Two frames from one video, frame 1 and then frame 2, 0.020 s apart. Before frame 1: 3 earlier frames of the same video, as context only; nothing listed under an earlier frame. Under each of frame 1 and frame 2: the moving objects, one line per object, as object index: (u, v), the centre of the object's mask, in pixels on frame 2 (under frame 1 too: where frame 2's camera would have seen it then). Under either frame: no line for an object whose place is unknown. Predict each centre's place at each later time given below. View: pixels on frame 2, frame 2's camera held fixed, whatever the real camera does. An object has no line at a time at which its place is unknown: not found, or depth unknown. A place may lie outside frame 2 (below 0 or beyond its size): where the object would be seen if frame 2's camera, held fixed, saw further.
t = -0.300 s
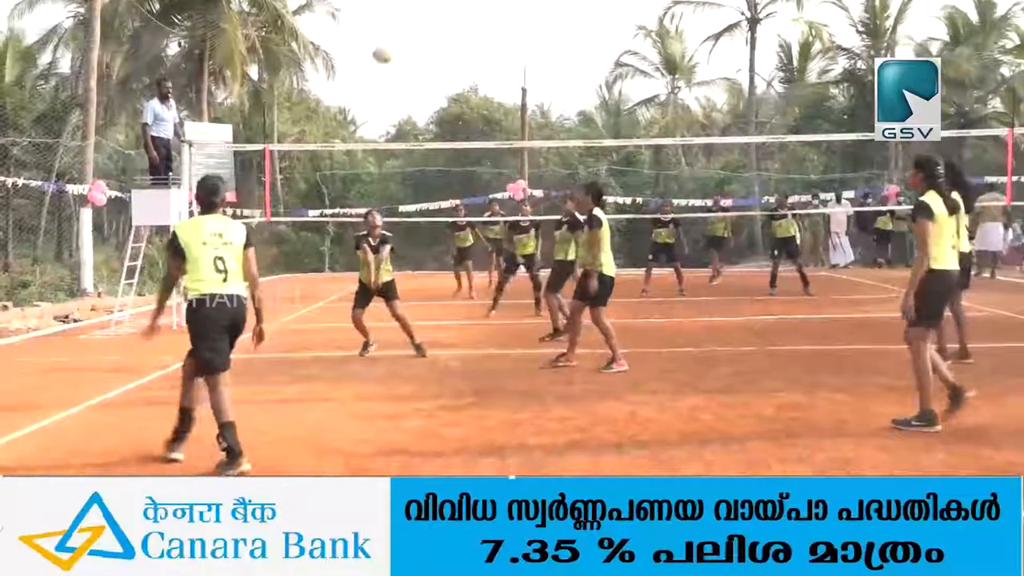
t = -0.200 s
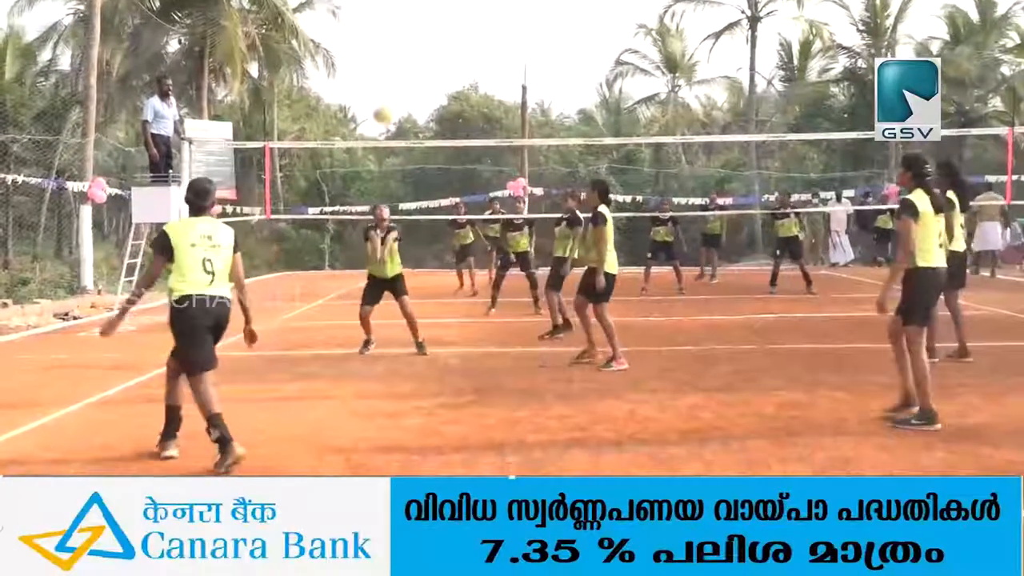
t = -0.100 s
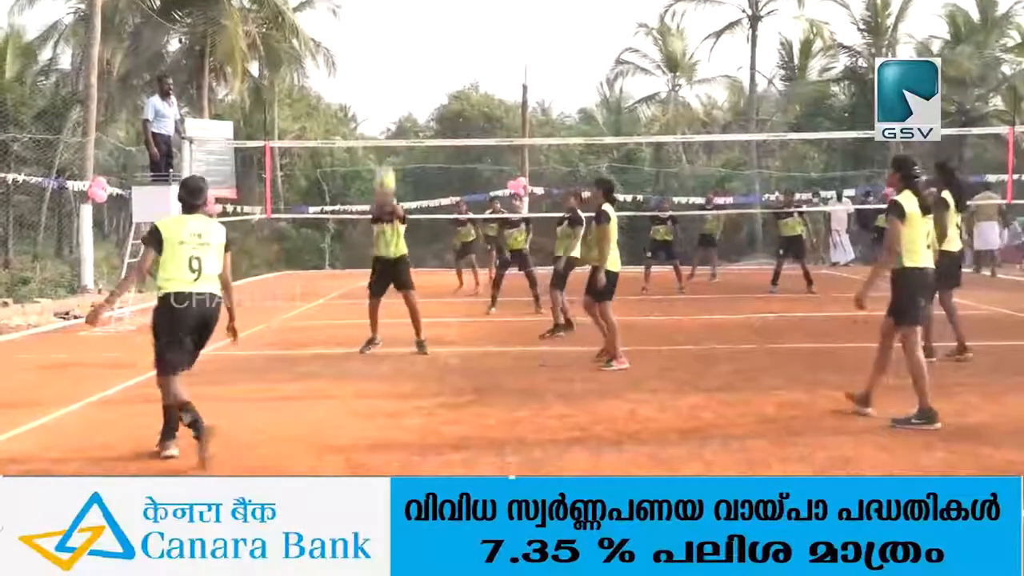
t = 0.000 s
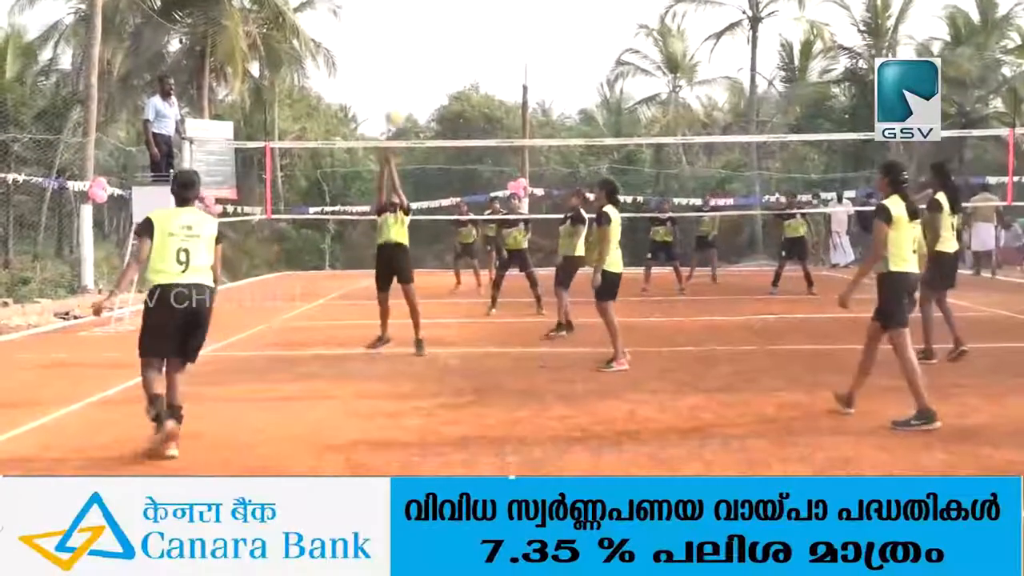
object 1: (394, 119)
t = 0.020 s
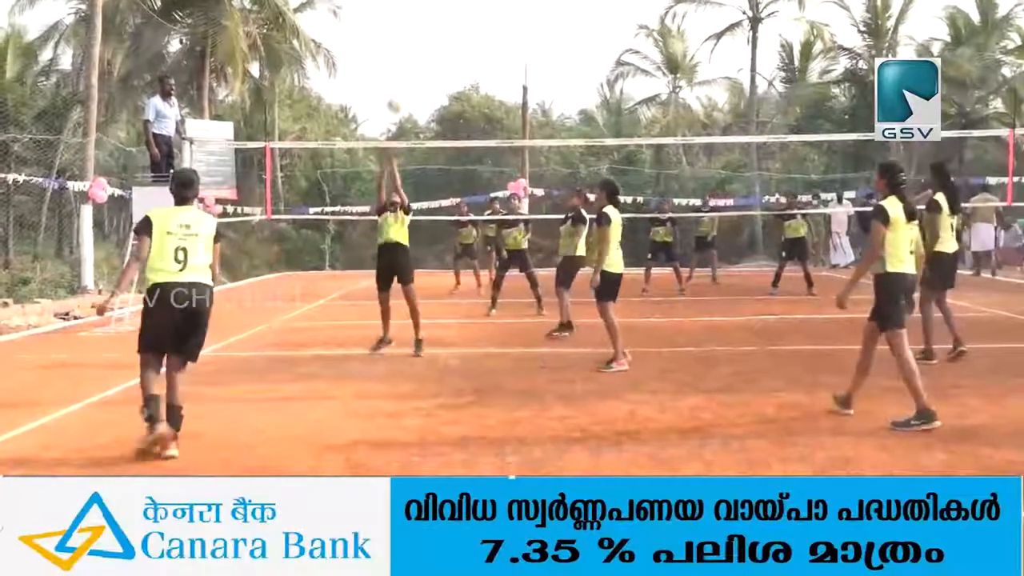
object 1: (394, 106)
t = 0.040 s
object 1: (396, 93)
